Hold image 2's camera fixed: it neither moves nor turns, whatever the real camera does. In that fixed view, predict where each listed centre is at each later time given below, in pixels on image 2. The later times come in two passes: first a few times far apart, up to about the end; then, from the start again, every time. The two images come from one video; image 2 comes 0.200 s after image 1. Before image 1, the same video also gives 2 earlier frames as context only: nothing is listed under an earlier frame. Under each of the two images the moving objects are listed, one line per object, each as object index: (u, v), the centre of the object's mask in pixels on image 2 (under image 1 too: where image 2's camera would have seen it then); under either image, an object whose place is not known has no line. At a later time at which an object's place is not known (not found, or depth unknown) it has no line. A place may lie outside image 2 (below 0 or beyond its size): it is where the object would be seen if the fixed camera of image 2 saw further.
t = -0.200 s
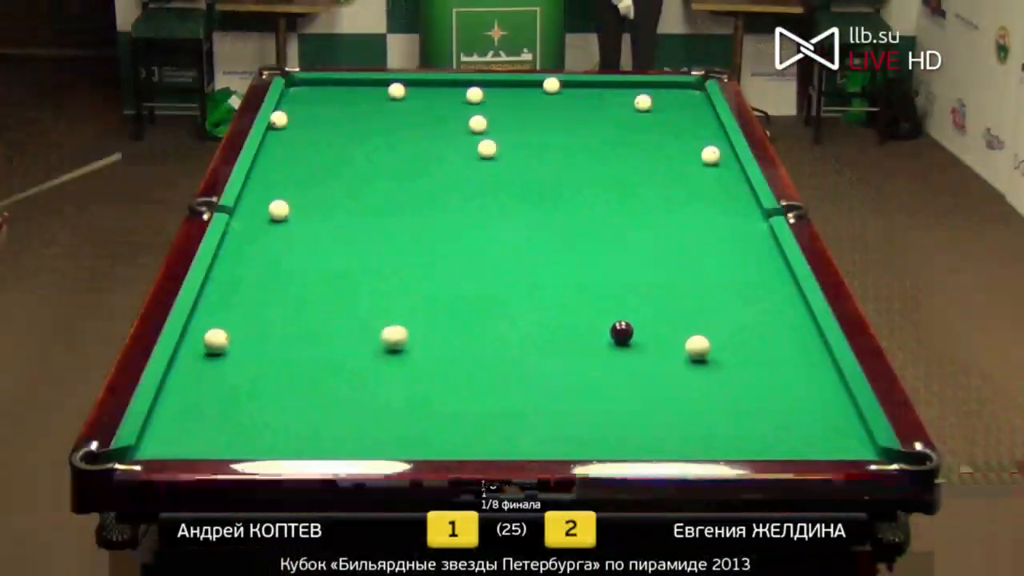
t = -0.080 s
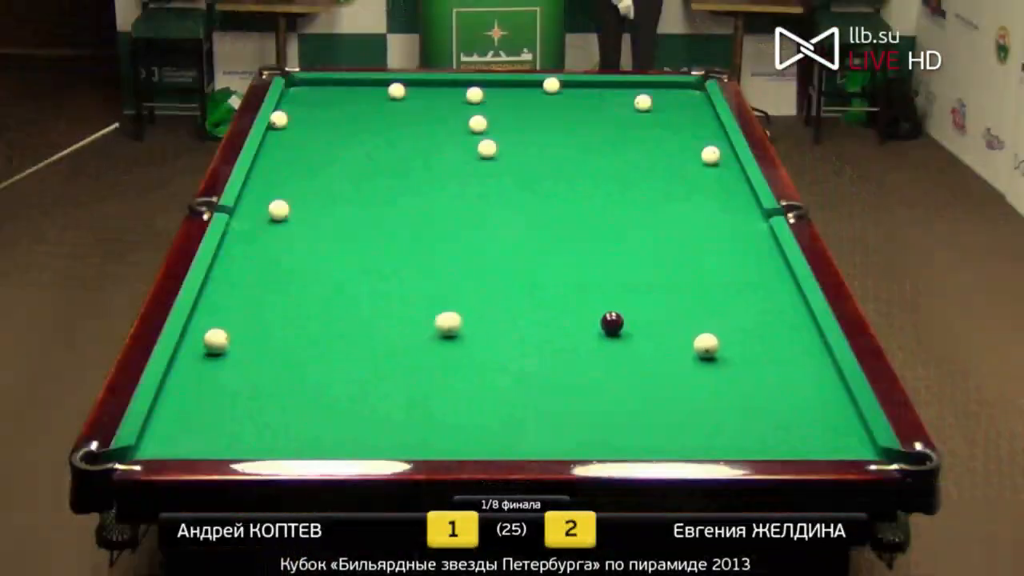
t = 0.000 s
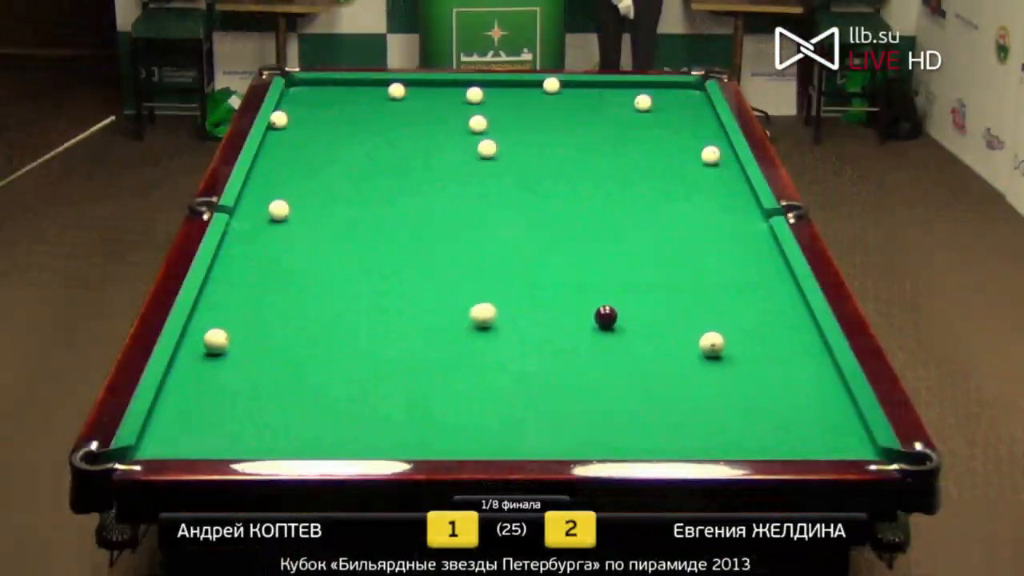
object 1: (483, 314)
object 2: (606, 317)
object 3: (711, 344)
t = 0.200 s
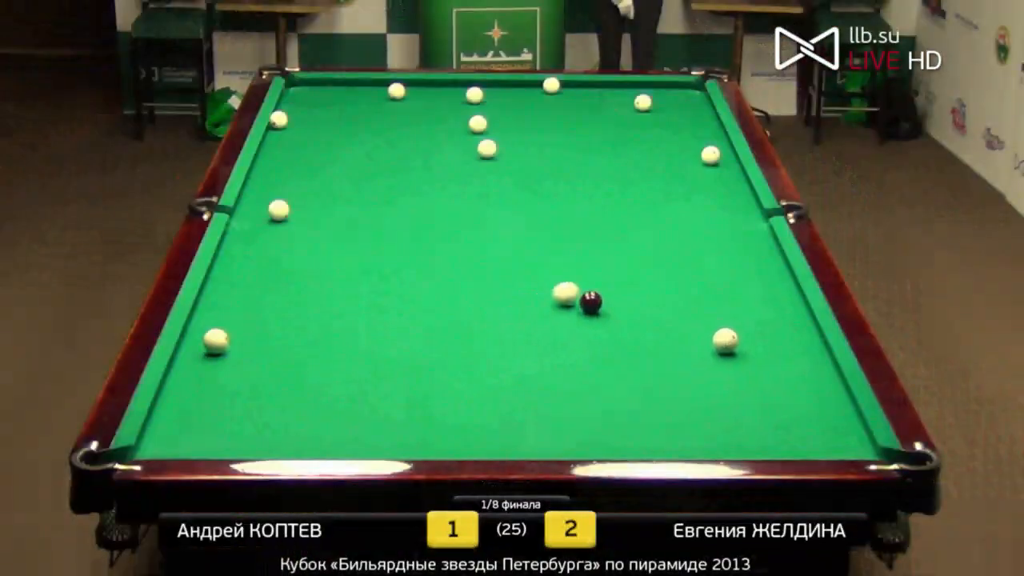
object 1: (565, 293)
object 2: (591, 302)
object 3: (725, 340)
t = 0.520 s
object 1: (685, 262)
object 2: (568, 281)
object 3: (745, 335)
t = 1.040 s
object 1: (702, 229)
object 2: (537, 250)
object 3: (771, 328)
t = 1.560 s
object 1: (605, 206)
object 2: (508, 224)
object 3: (792, 322)
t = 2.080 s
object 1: (519, 186)
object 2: (484, 202)
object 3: (801, 318)
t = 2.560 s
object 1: (447, 169)
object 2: (464, 183)
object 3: (796, 317)
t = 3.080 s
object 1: (377, 153)
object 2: (445, 167)
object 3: (794, 316)
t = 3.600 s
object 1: (314, 138)
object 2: (428, 152)
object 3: (793, 316)
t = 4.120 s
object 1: (286, 127)
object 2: (413, 139)
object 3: (793, 316)
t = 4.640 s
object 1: (319, 121)
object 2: (401, 128)
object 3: (794, 317)
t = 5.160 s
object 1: (348, 114)
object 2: (389, 119)
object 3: (794, 317)
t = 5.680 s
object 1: (367, 109)
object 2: (384, 112)
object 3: (794, 317)
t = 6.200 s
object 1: (371, 102)
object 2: (395, 106)
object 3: (793, 317)
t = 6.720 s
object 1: (374, 97)
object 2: (402, 105)
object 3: (794, 317)
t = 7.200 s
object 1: (377, 93)
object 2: (406, 103)
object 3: (794, 317)
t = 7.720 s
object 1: (379, 90)
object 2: (409, 102)
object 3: (794, 317)
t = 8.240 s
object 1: (379, 88)
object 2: (409, 102)
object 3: (794, 317)
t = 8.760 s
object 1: (378, 87)
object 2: (409, 102)
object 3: (793, 317)
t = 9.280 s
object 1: (378, 87)
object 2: (409, 102)
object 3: (794, 317)
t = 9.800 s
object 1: (378, 87)
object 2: (409, 102)
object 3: (794, 317)
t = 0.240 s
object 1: (579, 286)
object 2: (587, 300)
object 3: (727, 339)
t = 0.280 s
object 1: (598, 283)
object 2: (584, 297)
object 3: (730, 339)
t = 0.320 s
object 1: (612, 281)
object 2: (582, 294)
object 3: (732, 338)
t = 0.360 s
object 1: (627, 277)
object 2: (579, 291)
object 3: (735, 338)
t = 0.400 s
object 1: (641, 274)
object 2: (576, 288)
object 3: (737, 337)
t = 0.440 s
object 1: (656, 270)
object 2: (574, 286)
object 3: (740, 336)
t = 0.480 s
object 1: (671, 266)
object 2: (571, 283)
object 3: (742, 336)
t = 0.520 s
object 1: (685, 262)
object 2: (568, 281)
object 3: (745, 335)
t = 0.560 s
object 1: (699, 259)
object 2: (566, 278)
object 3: (747, 335)
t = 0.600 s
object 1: (713, 256)
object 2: (563, 276)
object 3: (749, 334)
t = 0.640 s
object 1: (727, 252)
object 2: (561, 273)
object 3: (751, 333)
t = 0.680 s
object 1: (740, 248)
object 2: (558, 271)
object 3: (754, 333)
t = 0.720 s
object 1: (754, 245)
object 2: (556, 269)
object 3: (756, 332)
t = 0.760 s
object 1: (766, 242)
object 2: (553, 266)
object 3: (758, 332)
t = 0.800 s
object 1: (760, 239)
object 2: (551, 264)
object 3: (760, 331)
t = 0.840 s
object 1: (748, 237)
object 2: (548, 262)
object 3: (762, 331)
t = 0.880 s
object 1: (737, 236)
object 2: (546, 259)
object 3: (764, 330)
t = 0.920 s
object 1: (727, 234)
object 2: (544, 257)
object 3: (766, 330)
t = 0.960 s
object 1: (718, 232)
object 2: (541, 255)
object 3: (768, 329)
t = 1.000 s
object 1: (710, 231)
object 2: (539, 252)
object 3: (769, 329)
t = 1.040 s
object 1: (702, 229)
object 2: (537, 250)
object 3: (771, 328)
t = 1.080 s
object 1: (694, 227)
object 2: (534, 248)
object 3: (773, 328)
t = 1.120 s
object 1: (686, 225)
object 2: (532, 246)
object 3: (775, 327)
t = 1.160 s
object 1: (678, 223)
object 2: (530, 244)
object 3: (777, 327)
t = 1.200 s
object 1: (671, 221)
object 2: (527, 242)
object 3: (778, 326)
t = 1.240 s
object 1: (663, 220)
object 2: (525, 240)
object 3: (780, 326)
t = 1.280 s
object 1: (656, 218)
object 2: (523, 238)
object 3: (782, 325)
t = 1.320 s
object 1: (649, 216)
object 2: (521, 235)
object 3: (783, 325)
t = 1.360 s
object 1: (641, 214)
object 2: (519, 234)
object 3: (785, 324)
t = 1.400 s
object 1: (634, 212)
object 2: (517, 232)
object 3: (787, 323)
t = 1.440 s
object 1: (626, 211)
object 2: (515, 230)
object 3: (788, 323)
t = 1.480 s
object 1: (619, 209)
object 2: (512, 228)
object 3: (789, 323)
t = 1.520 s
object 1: (612, 207)
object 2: (511, 226)
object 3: (791, 323)
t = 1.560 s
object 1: (605, 206)
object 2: (508, 224)
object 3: (792, 322)
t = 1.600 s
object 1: (598, 204)
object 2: (506, 222)
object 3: (794, 322)
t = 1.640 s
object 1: (591, 203)
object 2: (504, 220)
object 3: (795, 321)
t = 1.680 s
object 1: (584, 201)
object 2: (502, 219)
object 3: (797, 321)
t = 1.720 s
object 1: (577, 200)
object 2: (501, 217)
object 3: (798, 321)
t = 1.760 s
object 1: (571, 198)
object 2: (498, 215)
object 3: (799, 321)
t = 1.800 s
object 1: (564, 196)
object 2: (497, 213)
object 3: (800, 320)
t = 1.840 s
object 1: (557, 195)
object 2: (495, 212)
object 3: (801, 320)
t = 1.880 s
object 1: (551, 193)
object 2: (493, 210)
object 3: (802, 319)
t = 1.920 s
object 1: (544, 192)
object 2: (491, 208)
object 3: (804, 319)
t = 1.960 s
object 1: (538, 190)
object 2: (489, 206)
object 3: (804, 319)
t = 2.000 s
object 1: (532, 189)
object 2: (488, 205)
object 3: (803, 319)
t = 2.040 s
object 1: (525, 188)
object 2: (486, 203)
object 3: (802, 319)
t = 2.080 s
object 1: (519, 186)
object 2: (484, 202)
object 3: (801, 318)
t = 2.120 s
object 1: (513, 184)
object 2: (482, 200)
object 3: (801, 318)
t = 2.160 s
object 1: (506, 183)
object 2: (480, 198)
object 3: (800, 318)
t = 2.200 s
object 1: (500, 182)
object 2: (479, 197)
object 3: (800, 318)
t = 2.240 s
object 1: (495, 180)
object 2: (477, 195)
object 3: (799, 318)
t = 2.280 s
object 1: (489, 178)
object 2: (475, 194)
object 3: (798, 318)
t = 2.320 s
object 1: (483, 176)
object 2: (474, 192)
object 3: (798, 317)
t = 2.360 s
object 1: (477, 175)
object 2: (472, 191)
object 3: (798, 317)
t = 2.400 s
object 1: (471, 173)
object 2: (471, 189)
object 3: (797, 317)
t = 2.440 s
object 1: (465, 172)
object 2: (469, 188)
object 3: (797, 317)
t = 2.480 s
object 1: (459, 171)
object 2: (467, 187)
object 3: (796, 317)
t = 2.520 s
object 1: (453, 170)
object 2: (466, 185)
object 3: (796, 317)
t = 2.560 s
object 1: (447, 169)
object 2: (464, 183)
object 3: (796, 317)
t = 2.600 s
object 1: (442, 168)
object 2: (463, 182)
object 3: (795, 317)
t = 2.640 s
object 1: (436, 166)
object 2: (461, 181)
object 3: (795, 316)
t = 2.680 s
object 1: (430, 165)
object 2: (460, 179)
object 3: (795, 316)
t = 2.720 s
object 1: (425, 164)
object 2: (458, 178)
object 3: (794, 316)
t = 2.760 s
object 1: (420, 163)
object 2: (457, 177)
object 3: (794, 316)
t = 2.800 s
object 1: (414, 162)
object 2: (455, 175)
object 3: (794, 316)
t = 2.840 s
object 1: (409, 160)
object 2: (454, 174)
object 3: (794, 316)
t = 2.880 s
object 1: (403, 159)
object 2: (452, 173)
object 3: (794, 316)
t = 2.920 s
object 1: (398, 158)
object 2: (451, 172)
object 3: (794, 316)
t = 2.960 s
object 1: (393, 156)
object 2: (449, 170)
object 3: (794, 316)
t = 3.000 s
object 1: (388, 155)
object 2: (448, 169)
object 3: (794, 316)
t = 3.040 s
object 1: (382, 154)
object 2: (446, 168)
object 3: (794, 316)
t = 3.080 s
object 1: (377, 153)
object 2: (445, 167)
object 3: (794, 316)
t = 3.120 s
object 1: (372, 152)
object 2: (444, 165)
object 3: (794, 316)
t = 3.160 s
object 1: (367, 151)
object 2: (442, 164)
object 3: (794, 316)
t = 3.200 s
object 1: (362, 150)
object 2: (441, 163)
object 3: (794, 316)
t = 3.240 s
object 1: (357, 148)
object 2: (439, 162)
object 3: (794, 316)
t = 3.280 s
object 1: (353, 147)
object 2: (438, 161)
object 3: (794, 316)
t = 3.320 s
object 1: (347, 146)
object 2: (437, 160)
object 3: (793, 316)
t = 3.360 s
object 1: (342, 145)
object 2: (435, 158)
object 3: (794, 316)
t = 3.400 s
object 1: (338, 144)
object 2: (434, 157)
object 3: (794, 316)
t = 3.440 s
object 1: (333, 143)
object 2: (433, 156)
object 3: (793, 316)
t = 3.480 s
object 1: (328, 142)
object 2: (432, 155)
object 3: (793, 316)
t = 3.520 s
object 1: (323, 141)
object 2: (431, 154)
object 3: (793, 316)
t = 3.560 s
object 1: (319, 139)
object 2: (429, 153)
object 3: (793, 316)
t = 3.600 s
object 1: (314, 138)
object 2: (428, 152)
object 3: (793, 316)
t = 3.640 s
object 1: (310, 138)
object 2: (427, 151)
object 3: (793, 317)
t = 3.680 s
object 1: (305, 136)
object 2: (426, 150)
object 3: (793, 316)
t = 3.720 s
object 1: (301, 136)
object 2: (425, 149)
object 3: (793, 317)
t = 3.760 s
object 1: (297, 135)
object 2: (423, 148)
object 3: (793, 317)
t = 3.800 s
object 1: (292, 133)
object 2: (422, 146)
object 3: (794, 317)
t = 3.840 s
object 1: (288, 132)
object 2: (421, 146)
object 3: (793, 316)
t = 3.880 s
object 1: (283, 131)
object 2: (420, 145)
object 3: (793, 316)
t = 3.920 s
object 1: (279, 130)
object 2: (419, 144)
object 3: (793, 316)
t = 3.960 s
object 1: (275, 129)
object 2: (418, 143)
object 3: (793, 316)
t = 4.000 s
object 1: (277, 129)
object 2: (417, 141)
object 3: (793, 316)
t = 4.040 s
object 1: (280, 129)
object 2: (416, 141)
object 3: (793, 317)
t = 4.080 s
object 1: (283, 127)
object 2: (415, 140)
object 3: (793, 316)
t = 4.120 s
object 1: (286, 127)
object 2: (413, 139)
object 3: (793, 316)
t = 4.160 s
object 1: (289, 127)
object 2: (412, 138)
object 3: (793, 316)
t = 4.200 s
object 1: (292, 126)
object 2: (411, 137)
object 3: (793, 317)
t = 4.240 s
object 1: (294, 125)
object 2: (411, 136)
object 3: (793, 316)
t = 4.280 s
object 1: (297, 125)
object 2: (409, 136)
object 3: (793, 316)
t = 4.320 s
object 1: (299, 124)
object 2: (408, 135)
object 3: (794, 317)
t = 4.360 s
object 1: (302, 124)
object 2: (408, 134)
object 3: (794, 317)
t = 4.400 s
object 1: (304, 124)
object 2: (406, 133)
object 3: (794, 317)
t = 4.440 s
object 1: (307, 123)
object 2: (406, 132)
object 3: (794, 317)
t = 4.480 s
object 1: (309, 122)
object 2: (405, 132)
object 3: (794, 317)
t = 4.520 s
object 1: (312, 122)
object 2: (404, 131)
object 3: (794, 317)
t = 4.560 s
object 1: (314, 121)
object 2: (403, 130)
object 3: (794, 317)
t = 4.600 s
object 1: (317, 121)
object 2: (402, 129)
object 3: (794, 317)
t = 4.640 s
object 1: (319, 121)
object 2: (401, 128)
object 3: (794, 317)
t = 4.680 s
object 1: (321, 120)
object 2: (400, 127)
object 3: (793, 317)
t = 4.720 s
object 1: (324, 120)
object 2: (399, 127)
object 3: (793, 317)
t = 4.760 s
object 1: (326, 119)
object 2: (398, 126)
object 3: (793, 317)
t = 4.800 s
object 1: (328, 119)
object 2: (397, 125)
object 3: (793, 316)
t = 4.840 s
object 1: (331, 118)
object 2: (396, 125)
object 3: (793, 316)
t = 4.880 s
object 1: (333, 118)
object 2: (395, 124)
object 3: (794, 317)
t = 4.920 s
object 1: (335, 117)
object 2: (394, 123)
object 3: (793, 317)
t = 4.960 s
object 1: (337, 117)
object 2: (394, 123)
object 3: (793, 316)
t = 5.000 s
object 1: (339, 116)
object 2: (393, 122)
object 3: (793, 317)
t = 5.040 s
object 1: (341, 116)
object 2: (392, 121)
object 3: (794, 317)
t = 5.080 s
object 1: (344, 115)
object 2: (391, 120)
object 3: (793, 316)
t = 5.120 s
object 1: (346, 115)
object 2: (390, 120)
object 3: (794, 317)
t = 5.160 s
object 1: (348, 114)
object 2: (389, 119)
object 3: (794, 317)
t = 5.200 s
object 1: (349, 114)
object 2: (388, 118)
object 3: (794, 317)
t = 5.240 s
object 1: (351, 114)
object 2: (388, 118)
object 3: (794, 317)
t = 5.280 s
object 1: (354, 113)
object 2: (387, 117)
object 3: (794, 317)
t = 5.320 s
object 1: (355, 113)
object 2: (386, 117)
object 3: (794, 317)
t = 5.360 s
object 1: (357, 112)
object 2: (385, 116)
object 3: (794, 317)
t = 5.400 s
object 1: (359, 112)
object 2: (384, 115)
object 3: (794, 317)
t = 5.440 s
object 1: (361, 111)
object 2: (384, 115)
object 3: (794, 317)
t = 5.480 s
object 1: (363, 111)
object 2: (383, 114)
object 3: (793, 316)
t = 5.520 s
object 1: (364, 111)
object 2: (382, 114)
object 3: (793, 317)
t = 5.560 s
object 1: (366, 110)
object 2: (381, 113)
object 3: (794, 317)
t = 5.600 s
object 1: (366, 110)
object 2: (382, 113)
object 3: (794, 317)
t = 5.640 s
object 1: (367, 109)
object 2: (384, 112)
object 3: (794, 317)
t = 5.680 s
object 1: (367, 109)
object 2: (384, 112)
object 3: (794, 317)
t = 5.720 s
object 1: (367, 108)
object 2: (385, 112)
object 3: (794, 317)
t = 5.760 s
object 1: (368, 108)
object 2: (386, 111)
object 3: (794, 317)
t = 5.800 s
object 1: (368, 107)
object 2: (387, 111)
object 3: (794, 317)
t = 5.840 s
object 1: (369, 107)
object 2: (388, 111)
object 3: (794, 317)
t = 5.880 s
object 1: (369, 106)
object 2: (388, 111)
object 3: (793, 317)
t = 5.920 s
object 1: (369, 105)
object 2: (389, 110)
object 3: (793, 317)
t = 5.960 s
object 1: (369, 105)
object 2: (390, 110)
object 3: (794, 317)
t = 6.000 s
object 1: (370, 104)
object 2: (391, 110)
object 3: (794, 317)
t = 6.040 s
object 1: (370, 104)
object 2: (392, 109)
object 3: (794, 317)
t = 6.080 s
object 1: (371, 104)
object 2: (392, 109)
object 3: (794, 317)
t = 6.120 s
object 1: (371, 103)
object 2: (393, 109)
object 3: (794, 317)
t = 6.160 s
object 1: (371, 102)
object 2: (394, 109)
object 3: (794, 317)
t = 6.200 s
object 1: (371, 102)
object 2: (395, 106)
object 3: (793, 317)
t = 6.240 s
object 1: (372, 101)
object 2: (395, 108)
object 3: (794, 317)
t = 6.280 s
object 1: (372, 101)
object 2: (396, 108)
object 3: (794, 317)
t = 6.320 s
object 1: (372, 101)
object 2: (396, 107)
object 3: (794, 317)
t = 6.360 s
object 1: (372, 100)
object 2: (397, 107)
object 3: (794, 317)
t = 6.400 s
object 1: (373, 100)
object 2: (398, 107)
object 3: (794, 317)
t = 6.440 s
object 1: (373, 99)
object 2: (398, 107)
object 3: (793, 316)
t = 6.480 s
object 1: (373, 99)
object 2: (399, 106)
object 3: (794, 317)
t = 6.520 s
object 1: (373, 99)
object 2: (399, 106)
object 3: (794, 317)
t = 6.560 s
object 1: (374, 98)
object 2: (400, 106)
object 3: (794, 317)
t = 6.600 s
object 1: (374, 98)
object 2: (400, 106)
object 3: (794, 317)
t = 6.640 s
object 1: (374, 97)
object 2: (401, 106)
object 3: (794, 317)
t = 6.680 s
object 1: (374, 97)
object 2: (401, 105)
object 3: (794, 317)
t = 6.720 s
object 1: (374, 97)
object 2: (402, 105)
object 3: (794, 317)
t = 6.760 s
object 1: (374, 96)
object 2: (402, 105)
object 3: (794, 317)
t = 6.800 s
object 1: (375, 96)
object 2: (403, 105)
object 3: (794, 317)
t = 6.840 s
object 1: (375, 95)
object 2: (403, 105)
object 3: (794, 317)
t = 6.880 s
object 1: (375, 95)
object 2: (404, 104)
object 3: (794, 317)
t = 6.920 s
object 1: (375, 95)
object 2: (404, 104)
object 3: (794, 317)
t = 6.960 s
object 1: (376, 95)
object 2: (404, 104)
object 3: (794, 317)
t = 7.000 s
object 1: (376, 94)
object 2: (405, 104)
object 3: (794, 317)
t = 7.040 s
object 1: (376, 94)
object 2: (405, 104)
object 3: (794, 317)
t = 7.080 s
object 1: (376, 94)
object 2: (406, 104)
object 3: (794, 317)
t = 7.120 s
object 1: (377, 93)
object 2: (406, 104)
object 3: (794, 317)
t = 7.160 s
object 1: (377, 93)
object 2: (406, 104)
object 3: (794, 317)
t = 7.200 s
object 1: (377, 93)
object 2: (406, 103)
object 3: (794, 317)
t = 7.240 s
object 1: (377, 92)
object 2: (407, 103)
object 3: (794, 317)
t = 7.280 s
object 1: (377, 92)
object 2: (407, 103)
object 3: (794, 317)
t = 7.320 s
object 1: (378, 92)
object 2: (407, 103)
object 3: (793, 317)
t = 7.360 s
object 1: (378, 92)
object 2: (407, 103)
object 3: (793, 317)
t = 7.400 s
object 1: (378, 91)
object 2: (407, 103)
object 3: (794, 317)
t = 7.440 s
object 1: (378, 91)
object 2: (408, 103)
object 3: (794, 317)
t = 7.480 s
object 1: (378, 91)
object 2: (408, 103)
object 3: (794, 317)
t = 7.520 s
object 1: (378, 91)
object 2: (408, 103)
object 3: (794, 317)
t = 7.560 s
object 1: (378, 90)
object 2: (408, 103)
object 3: (793, 317)
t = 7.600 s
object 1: (378, 90)
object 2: (409, 103)
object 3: (793, 317)
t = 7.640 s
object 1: (379, 90)
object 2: (409, 102)
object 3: (794, 317)
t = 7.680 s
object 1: (379, 90)
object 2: (409, 102)
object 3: (794, 317)
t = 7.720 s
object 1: (379, 90)
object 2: (409, 102)
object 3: (794, 317)
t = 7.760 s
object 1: (379, 90)
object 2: (409, 102)
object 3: (794, 317)
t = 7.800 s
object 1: (379, 89)
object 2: (409, 102)
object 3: (794, 317)
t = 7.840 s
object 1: (379, 89)
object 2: (409, 102)
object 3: (794, 317)
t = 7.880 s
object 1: (379, 89)
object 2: (409, 102)
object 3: (794, 317)
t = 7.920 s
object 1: (379, 89)
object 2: (409, 102)
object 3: (794, 317)
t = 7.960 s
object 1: (379, 89)
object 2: (409, 102)
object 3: (794, 317)
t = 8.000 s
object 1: (379, 89)
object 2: (409, 102)
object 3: (793, 317)
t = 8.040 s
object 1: (379, 89)
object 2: (409, 102)
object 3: (794, 317)
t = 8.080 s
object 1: (379, 88)
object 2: (409, 102)
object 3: (794, 317)
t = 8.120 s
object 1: (379, 88)
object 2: (409, 102)
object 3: (794, 317)
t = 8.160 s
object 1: (379, 88)
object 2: (409, 102)
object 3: (794, 317)
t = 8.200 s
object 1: (379, 88)
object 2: (409, 102)
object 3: (794, 317)
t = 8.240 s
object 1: (379, 88)
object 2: (409, 102)
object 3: (794, 317)
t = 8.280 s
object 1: (379, 88)
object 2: (409, 102)
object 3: (794, 317)
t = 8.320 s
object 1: (379, 88)
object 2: (409, 102)
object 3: (793, 317)
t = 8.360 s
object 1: (379, 87)
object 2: (409, 102)
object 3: (793, 317)
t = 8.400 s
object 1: (379, 87)
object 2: (409, 102)
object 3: (794, 317)
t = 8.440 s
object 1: (379, 87)
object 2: (409, 102)
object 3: (793, 317)
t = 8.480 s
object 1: (379, 88)
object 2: (409, 102)
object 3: (794, 317)
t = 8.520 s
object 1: (379, 88)
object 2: (409, 102)
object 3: (794, 317)
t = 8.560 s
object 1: (378, 87)
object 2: (409, 102)
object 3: (794, 317)
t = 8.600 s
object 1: (379, 87)
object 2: (409, 102)
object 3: (793, 317)
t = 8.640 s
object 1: (378, 87)
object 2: (409, 102)
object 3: (793, 317)
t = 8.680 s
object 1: (378, 87)
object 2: (409, 102)
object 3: (793, 317)
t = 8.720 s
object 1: (378, 87)
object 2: (409, 102)
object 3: (793, 317)
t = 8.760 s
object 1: (378, 87)
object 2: (409, 102)
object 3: (793, 317)
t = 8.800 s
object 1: (379, 87)
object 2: (409, 102)
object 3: (793, 317)
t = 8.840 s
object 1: (379, 87)
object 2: (409, 102)
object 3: (793, 317)
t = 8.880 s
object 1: (379, 87)
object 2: (409, 102)
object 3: (793, 317)
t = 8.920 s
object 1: (379, 87)
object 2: (409, 102)
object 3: (793, 317)
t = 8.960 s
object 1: (379, 87)
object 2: (409, 102)
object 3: (793, 317)
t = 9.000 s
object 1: (379, 87)
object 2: (409, 102)
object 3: (793, 317)
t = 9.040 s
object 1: (379, 87)
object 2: (409, 102)
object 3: (793, 317)
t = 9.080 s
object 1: (379, 87)
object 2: (409, 102)
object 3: (793, 317)
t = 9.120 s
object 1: (379, 87)
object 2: (409, 102)
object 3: (793, 317)
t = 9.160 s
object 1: (379, 87)
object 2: (409, 102)
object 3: (793, 317)
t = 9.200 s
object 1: (379, 87)
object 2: (409, 102)
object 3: (794, 317)
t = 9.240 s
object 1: (379, 87)
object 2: (409, 102)
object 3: (794, 317)
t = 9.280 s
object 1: (378, 87)
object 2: (409, 102)
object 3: (794, 317)
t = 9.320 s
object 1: (378, 87)
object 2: (409, 102)
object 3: (794, 317)
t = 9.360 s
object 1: (378, 87)
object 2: (409, 102)
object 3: (794, 317)
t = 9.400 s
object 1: (378, 87)
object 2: (409, 102)
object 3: (794, 317)
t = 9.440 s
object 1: (378, 87)
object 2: (409, 102)
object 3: (794, 317)
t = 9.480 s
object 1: (378, 87)
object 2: (409, 102)
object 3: (794, 317)
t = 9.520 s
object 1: (378, 87)
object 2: (409, 102)
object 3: (794, 317)
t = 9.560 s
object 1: (379, 87)
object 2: (409, 102)
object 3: (794, 317)
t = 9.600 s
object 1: (378, 87)
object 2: (409, 102)
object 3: (794, 317)
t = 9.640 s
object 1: (378, 87)
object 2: (409, 102)
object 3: (794, 317)
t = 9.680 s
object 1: (379, 87)
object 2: (409, 102)
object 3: (794, 317)
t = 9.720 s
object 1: (379, 87)
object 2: (409, 102)
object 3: (794, 317)
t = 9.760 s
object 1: (378, 87)
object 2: (409, 102)
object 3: (794, 317)
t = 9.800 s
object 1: (378, 87)
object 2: (409, 102)
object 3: (794, 317)
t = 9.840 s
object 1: (378, 87)
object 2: (409, 102)
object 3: (794, 317)
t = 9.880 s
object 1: (379, 87)
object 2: (409, 102)
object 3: (794, 317)
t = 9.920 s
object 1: (378, 87)
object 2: (409, 102)
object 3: (794, 317)
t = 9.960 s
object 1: (379, 87)
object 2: (409, 102)
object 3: (794, 317)
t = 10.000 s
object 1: (379, 87)
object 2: (409, 102)
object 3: (794, 317)
